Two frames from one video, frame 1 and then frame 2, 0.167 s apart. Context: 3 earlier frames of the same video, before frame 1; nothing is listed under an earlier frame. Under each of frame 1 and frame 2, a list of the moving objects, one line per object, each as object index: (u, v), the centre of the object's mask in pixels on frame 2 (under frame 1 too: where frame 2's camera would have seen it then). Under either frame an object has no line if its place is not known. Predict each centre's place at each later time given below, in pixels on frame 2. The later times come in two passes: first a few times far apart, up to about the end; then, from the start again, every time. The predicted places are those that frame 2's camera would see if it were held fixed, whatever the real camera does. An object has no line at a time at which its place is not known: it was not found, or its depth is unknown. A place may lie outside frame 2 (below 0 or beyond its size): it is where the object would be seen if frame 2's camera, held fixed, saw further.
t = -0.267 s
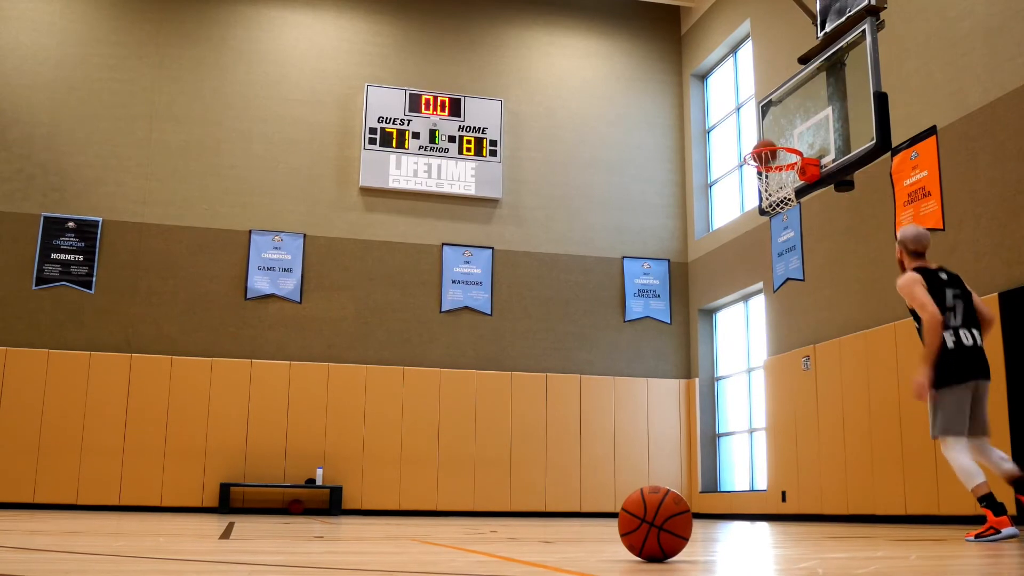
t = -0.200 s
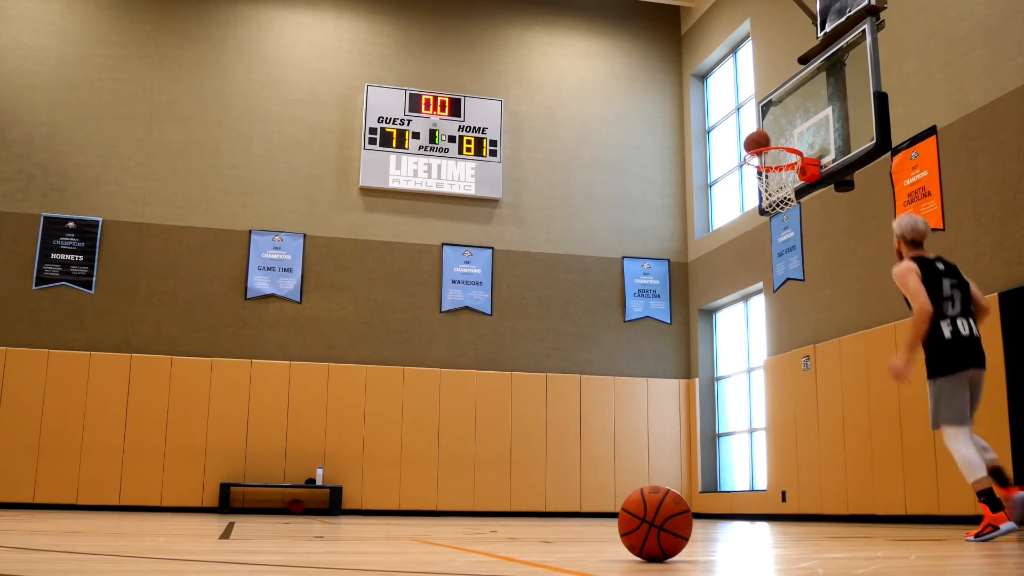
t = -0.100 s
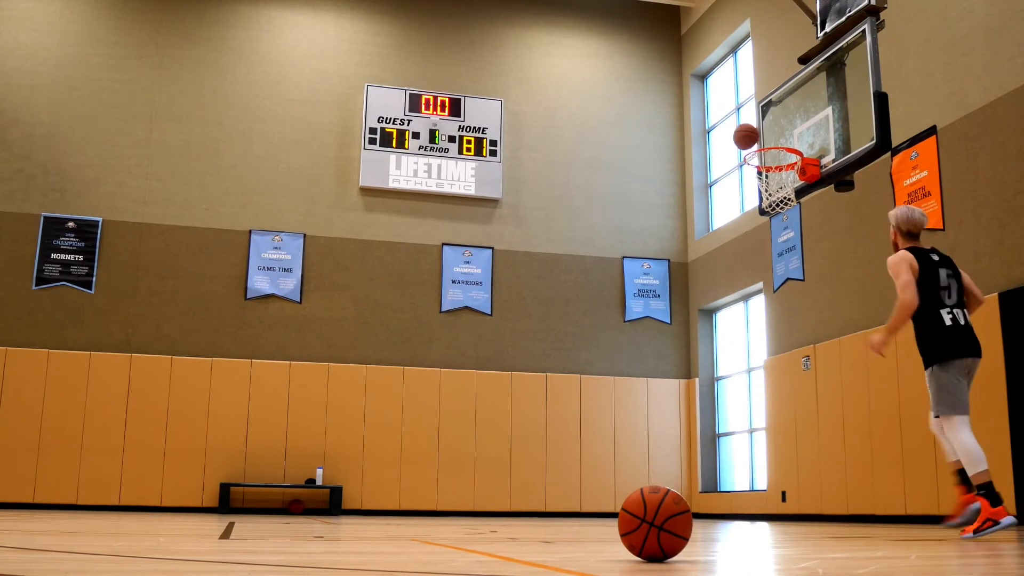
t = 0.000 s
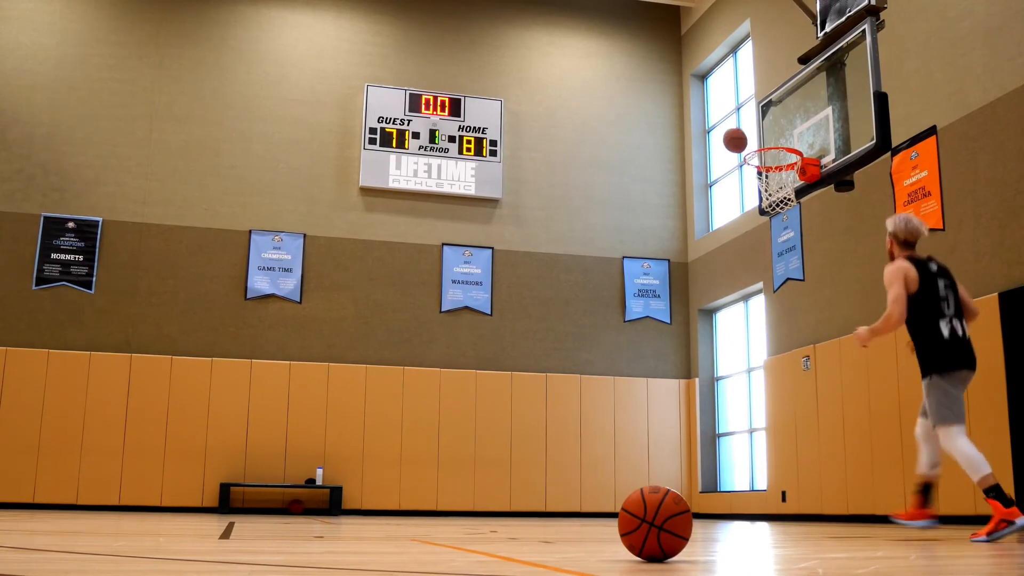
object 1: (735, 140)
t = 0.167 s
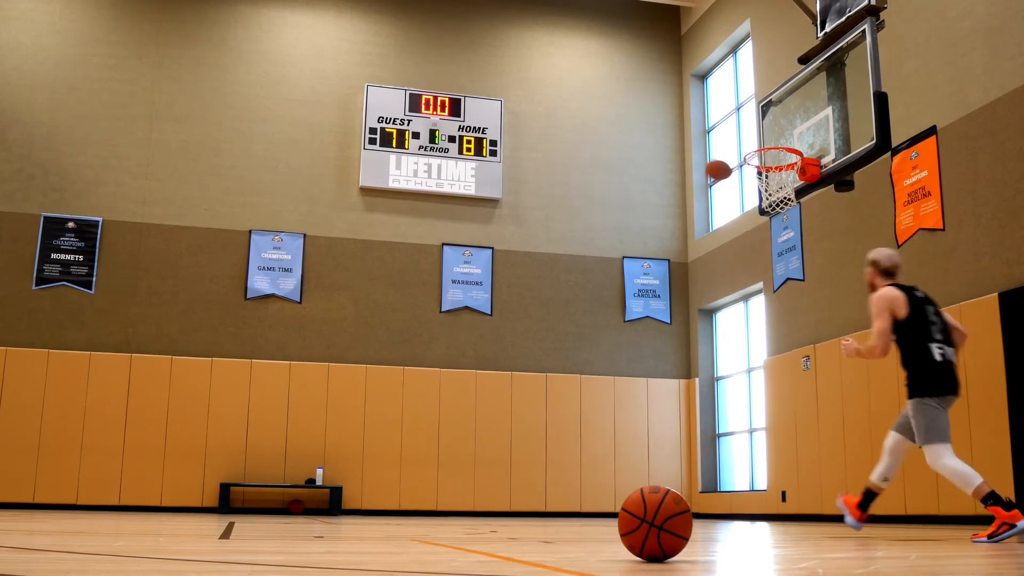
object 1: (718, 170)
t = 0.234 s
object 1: (712, 190)
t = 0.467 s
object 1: (693, 297)
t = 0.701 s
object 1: (676, 469)
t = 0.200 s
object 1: (715, 179)
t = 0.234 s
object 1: (712, 190)
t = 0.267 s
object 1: (708, 202)
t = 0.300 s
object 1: (706, 215)
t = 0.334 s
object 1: (703, 231)
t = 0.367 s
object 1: (701, 246)
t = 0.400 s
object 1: (699, 261)
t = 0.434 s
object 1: (696, 278)
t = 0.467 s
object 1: (693, 297)
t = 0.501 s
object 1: (690, 318)
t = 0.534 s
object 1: (688, 341)
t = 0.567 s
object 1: (686, 363)
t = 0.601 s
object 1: (683, 388)
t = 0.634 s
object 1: (681, 415)
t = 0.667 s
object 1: (678, 441)
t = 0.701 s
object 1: (676, 469)
